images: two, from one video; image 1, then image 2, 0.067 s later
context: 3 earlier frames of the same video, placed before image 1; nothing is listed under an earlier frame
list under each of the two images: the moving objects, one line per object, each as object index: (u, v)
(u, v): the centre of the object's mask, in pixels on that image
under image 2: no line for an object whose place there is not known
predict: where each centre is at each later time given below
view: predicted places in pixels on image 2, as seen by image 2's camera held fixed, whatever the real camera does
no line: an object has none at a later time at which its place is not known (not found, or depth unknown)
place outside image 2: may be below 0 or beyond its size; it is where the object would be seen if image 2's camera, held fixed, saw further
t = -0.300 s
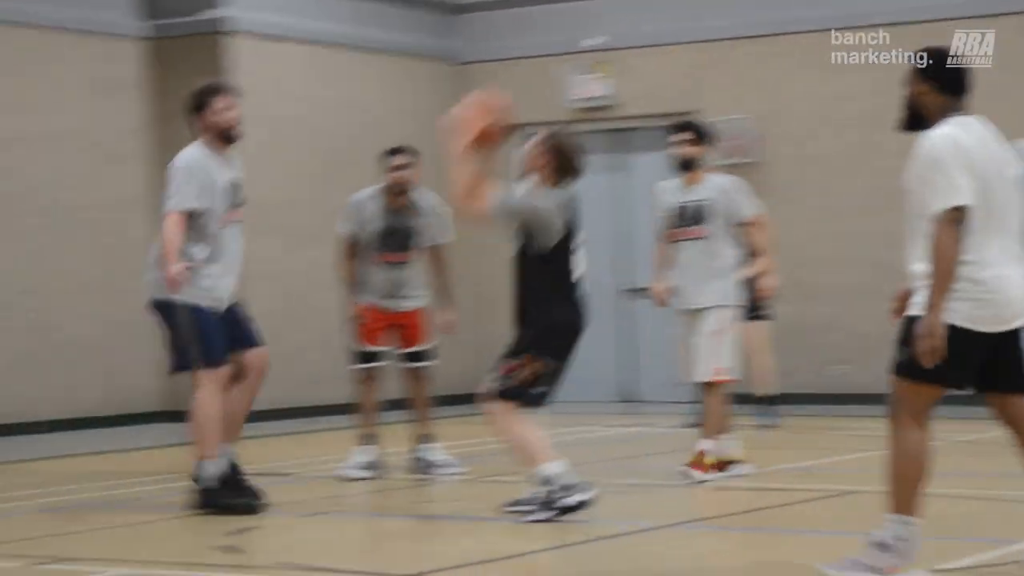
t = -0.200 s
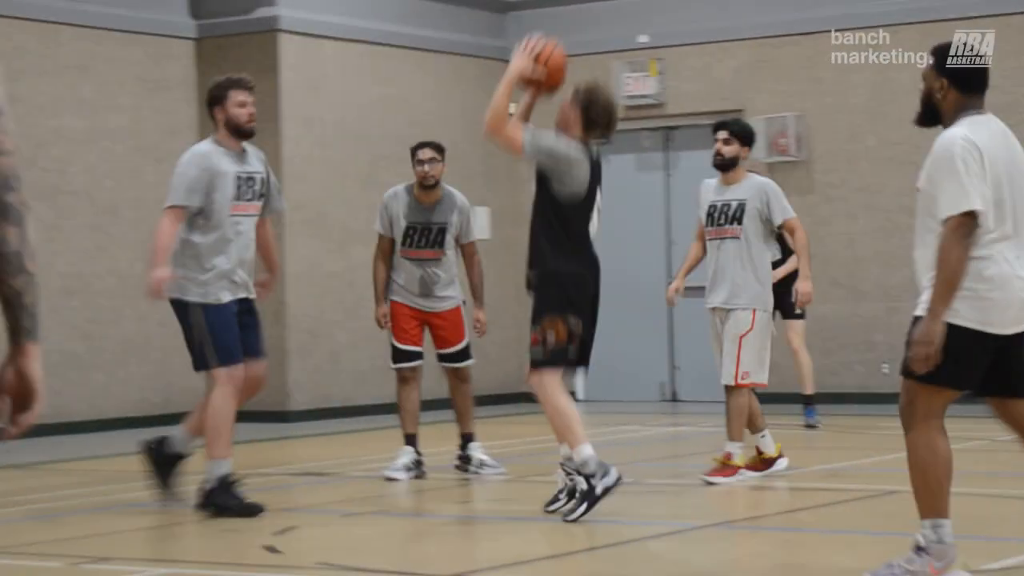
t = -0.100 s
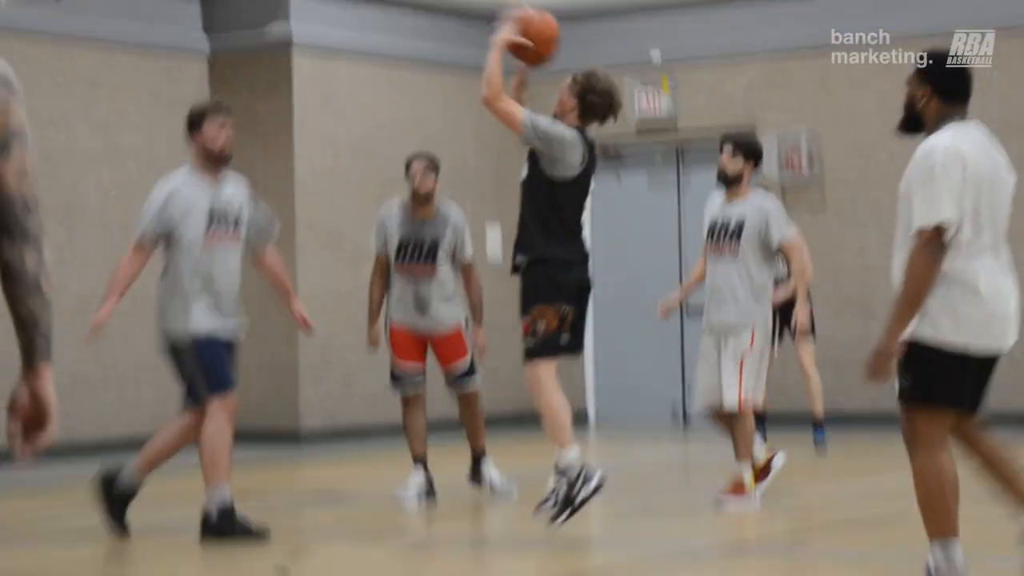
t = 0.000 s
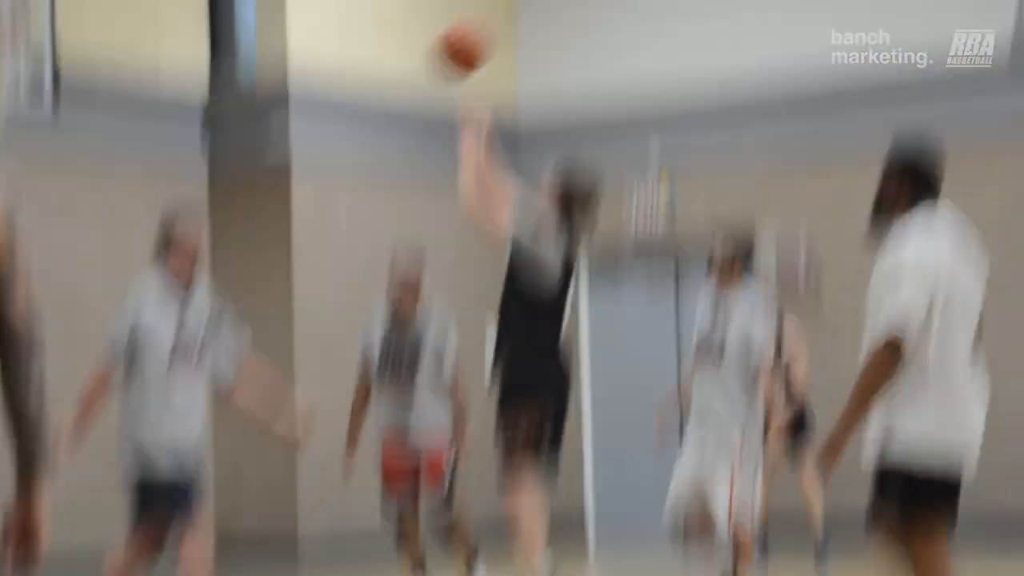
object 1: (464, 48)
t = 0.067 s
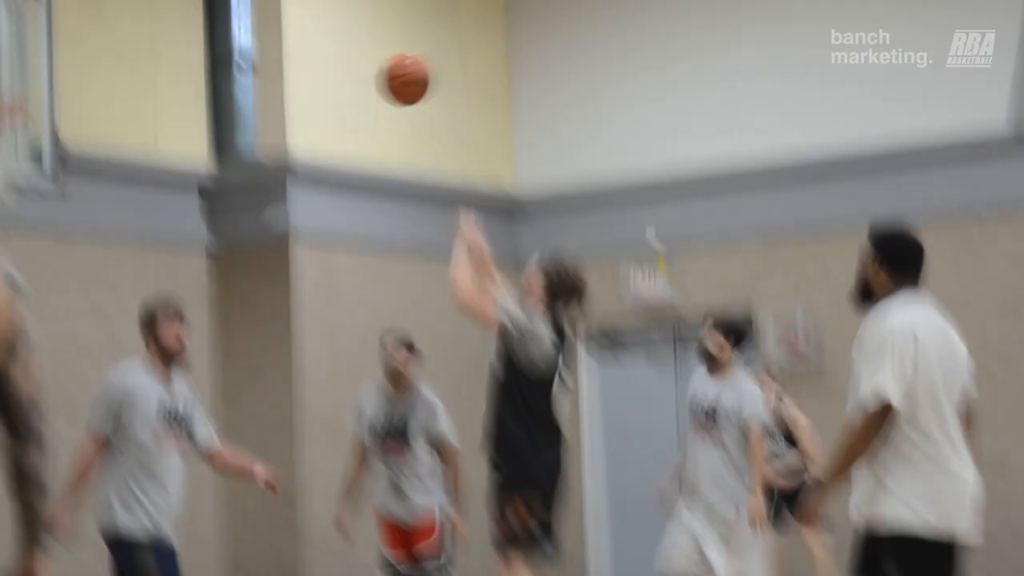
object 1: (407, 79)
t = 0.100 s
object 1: (375, 56)
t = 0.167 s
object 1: (333, 23)
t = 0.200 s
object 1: (310, 10)
